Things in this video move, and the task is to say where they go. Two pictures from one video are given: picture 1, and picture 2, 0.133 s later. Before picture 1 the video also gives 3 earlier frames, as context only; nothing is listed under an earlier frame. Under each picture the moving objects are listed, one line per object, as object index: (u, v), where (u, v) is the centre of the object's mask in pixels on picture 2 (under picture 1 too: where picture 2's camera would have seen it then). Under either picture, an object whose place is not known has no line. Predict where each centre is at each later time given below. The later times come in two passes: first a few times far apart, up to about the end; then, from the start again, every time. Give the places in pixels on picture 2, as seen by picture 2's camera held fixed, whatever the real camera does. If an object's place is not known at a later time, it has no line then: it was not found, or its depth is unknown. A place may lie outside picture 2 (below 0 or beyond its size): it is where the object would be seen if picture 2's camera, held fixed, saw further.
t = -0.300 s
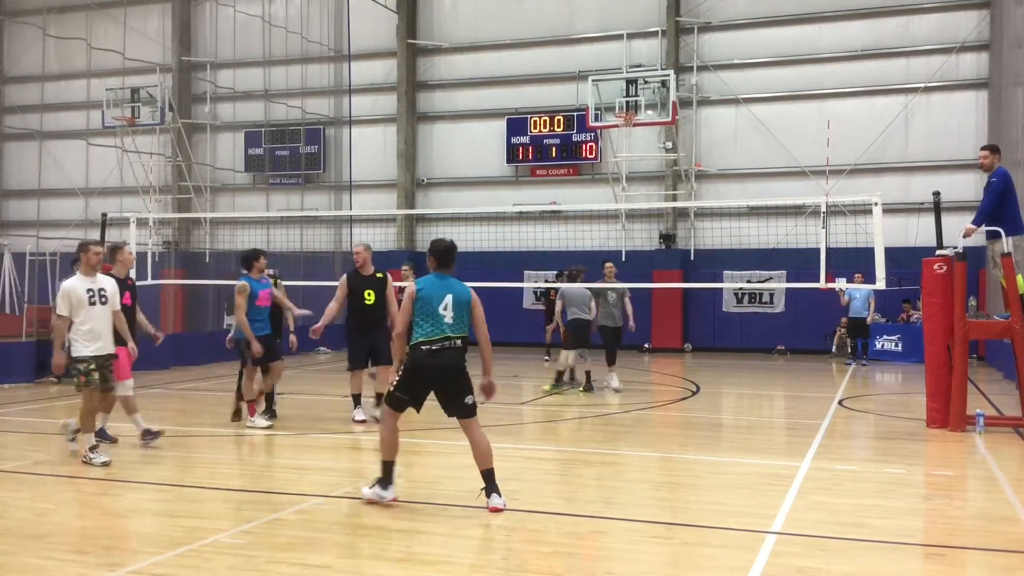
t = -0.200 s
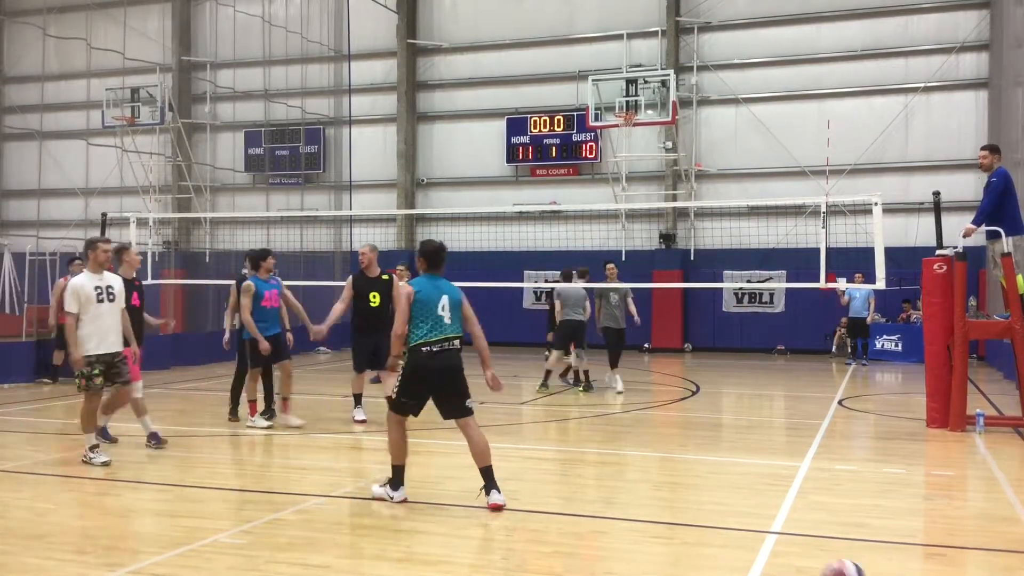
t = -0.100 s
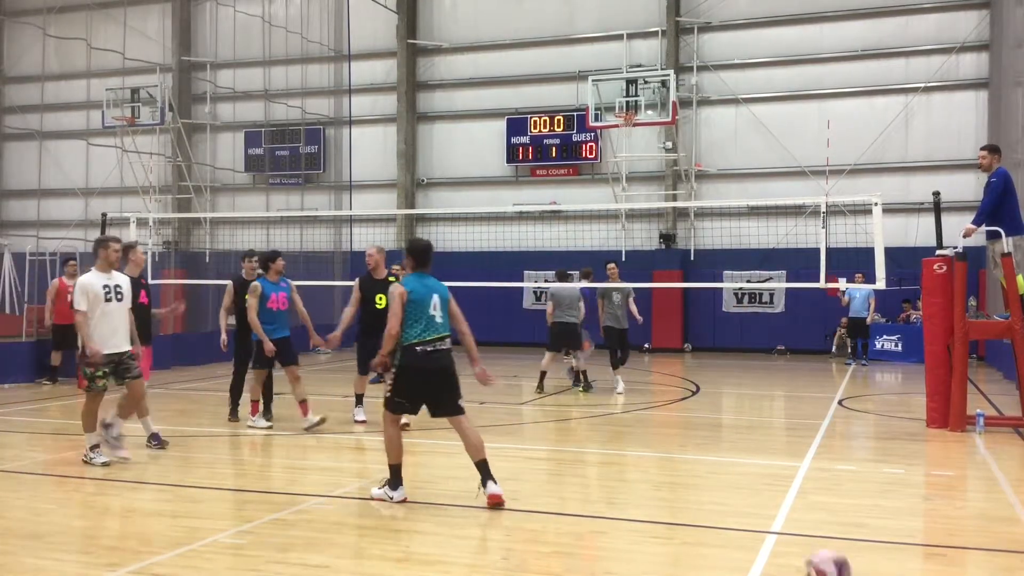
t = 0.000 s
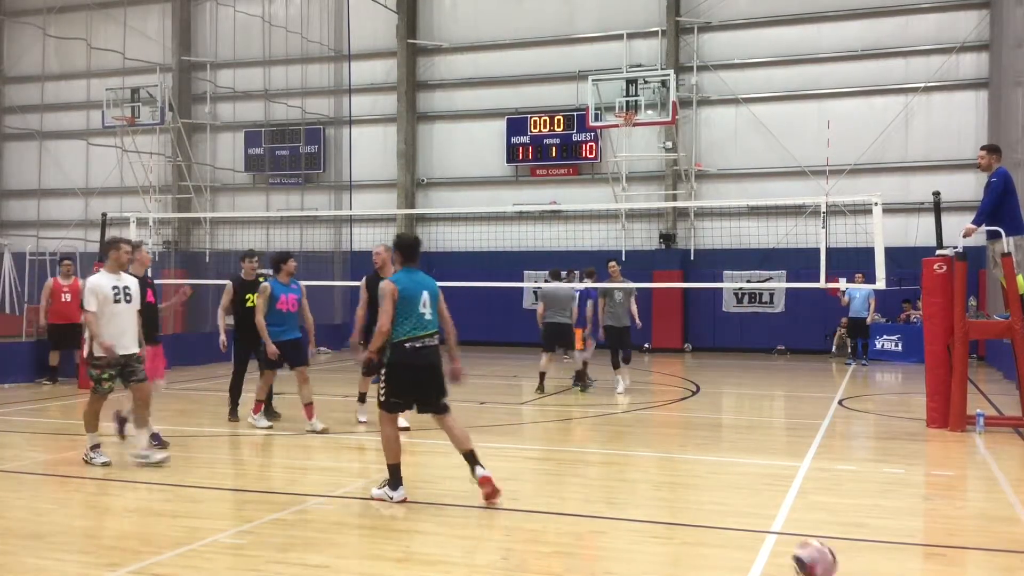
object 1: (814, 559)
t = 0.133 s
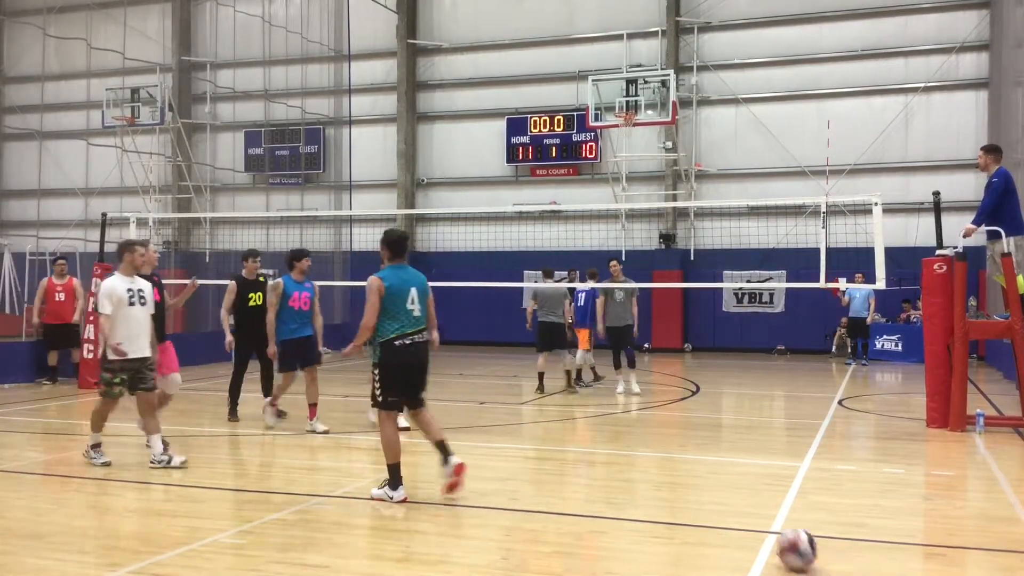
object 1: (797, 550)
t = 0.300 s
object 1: (779, 536)
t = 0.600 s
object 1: (751, 514)
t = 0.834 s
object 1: (732, 499)
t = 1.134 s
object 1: (714, 484)
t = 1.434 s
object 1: (699, 470)
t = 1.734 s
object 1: (687, 459)
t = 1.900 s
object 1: (681, 453)
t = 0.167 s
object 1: (793, 547)
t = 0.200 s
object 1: (790, 544)
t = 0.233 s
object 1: (786, 541)
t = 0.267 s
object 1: (782, 539)
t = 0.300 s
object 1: (779, 536)
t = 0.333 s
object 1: (775, 533)
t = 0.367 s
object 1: (772, 530)
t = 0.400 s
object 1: (769, 528)
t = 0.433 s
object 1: (765, 525)
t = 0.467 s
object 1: (761, 523)
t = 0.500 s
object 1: (760, 521)
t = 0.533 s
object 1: (756, 518)
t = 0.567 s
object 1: (753, 516)
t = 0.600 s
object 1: (751, 514)
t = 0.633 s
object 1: (748, 512)
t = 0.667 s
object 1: (745, 509)
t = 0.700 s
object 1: (743, 507)
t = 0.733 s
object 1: (741, 506)
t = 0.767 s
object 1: (737, 503)
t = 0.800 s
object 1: (735, 501)
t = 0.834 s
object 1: (732, 499)
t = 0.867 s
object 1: (730, 497)
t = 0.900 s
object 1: (728, 495)
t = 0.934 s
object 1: (727, 494)
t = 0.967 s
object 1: (725, 492)
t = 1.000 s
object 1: (722, 491)
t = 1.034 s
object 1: (720, 489)
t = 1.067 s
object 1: (718, 486)
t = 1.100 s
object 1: (716, 485)
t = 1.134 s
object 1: (714, 484)
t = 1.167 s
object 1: (712, 482)
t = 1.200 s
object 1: (710, 480)
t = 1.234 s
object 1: (708, 479)
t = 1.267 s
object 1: (707, 477)
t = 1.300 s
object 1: (705, 476)
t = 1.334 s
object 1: (704, 475)
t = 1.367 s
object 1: (702, 473)
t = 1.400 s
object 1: (701, 472)
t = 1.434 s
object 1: (699, 470)
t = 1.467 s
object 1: (697, 469)
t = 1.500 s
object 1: (696, 468)
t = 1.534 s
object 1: (695, 467)
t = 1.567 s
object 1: (693, 465)
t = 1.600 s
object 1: (691, 464)
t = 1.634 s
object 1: (691, 463)
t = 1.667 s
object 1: (690, 461)
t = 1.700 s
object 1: (688, 460)
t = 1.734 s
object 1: (687, 459)
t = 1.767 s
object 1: (685, 457)
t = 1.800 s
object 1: (685, 457)
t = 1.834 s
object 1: (683, 455)
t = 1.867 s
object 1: (682, 454)
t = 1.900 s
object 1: (681, 453)
